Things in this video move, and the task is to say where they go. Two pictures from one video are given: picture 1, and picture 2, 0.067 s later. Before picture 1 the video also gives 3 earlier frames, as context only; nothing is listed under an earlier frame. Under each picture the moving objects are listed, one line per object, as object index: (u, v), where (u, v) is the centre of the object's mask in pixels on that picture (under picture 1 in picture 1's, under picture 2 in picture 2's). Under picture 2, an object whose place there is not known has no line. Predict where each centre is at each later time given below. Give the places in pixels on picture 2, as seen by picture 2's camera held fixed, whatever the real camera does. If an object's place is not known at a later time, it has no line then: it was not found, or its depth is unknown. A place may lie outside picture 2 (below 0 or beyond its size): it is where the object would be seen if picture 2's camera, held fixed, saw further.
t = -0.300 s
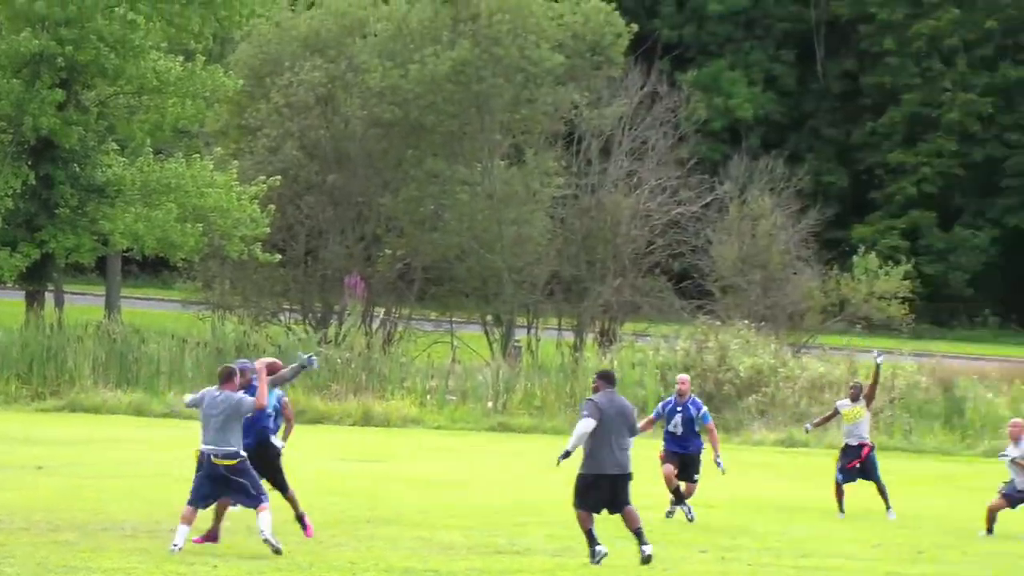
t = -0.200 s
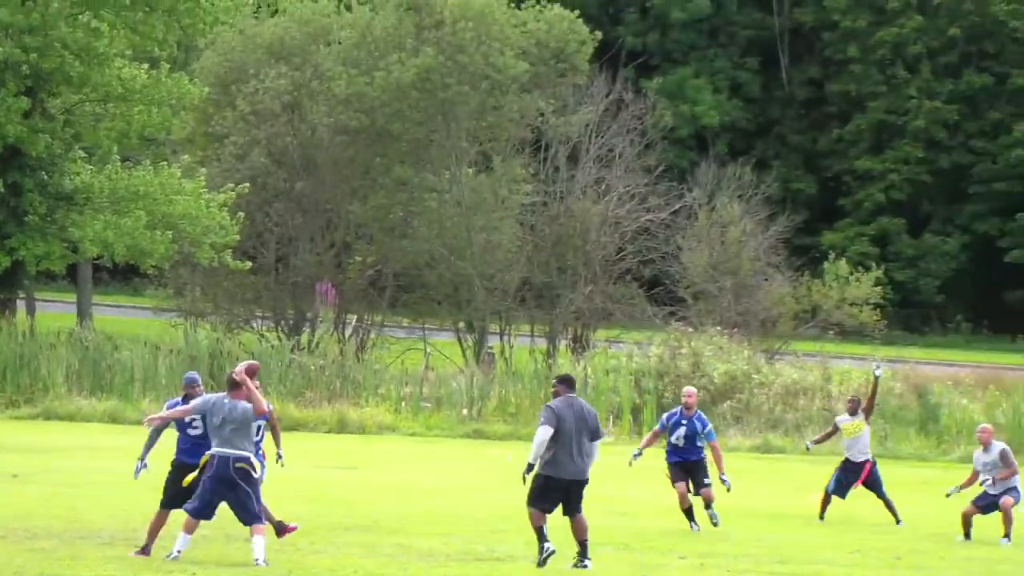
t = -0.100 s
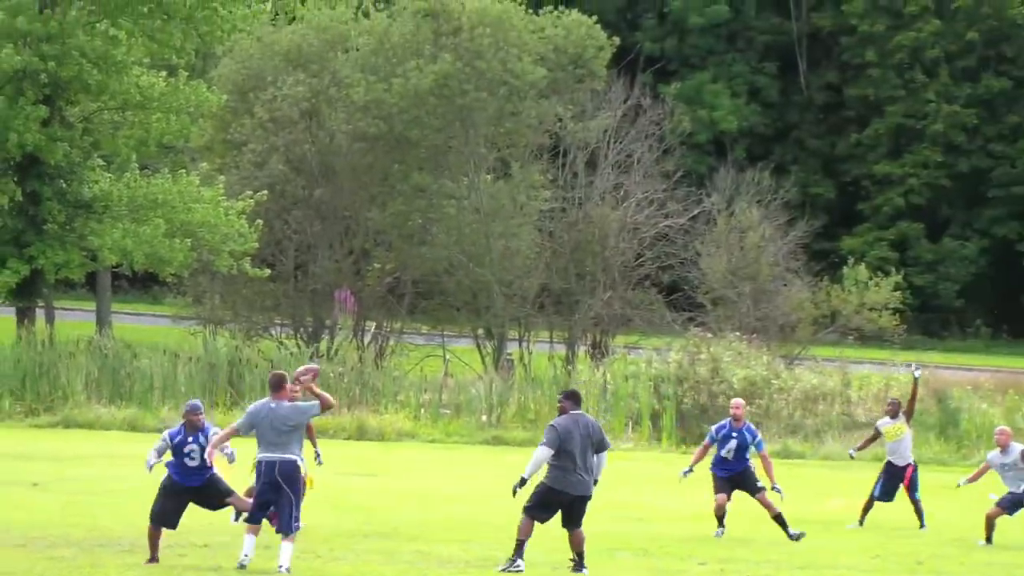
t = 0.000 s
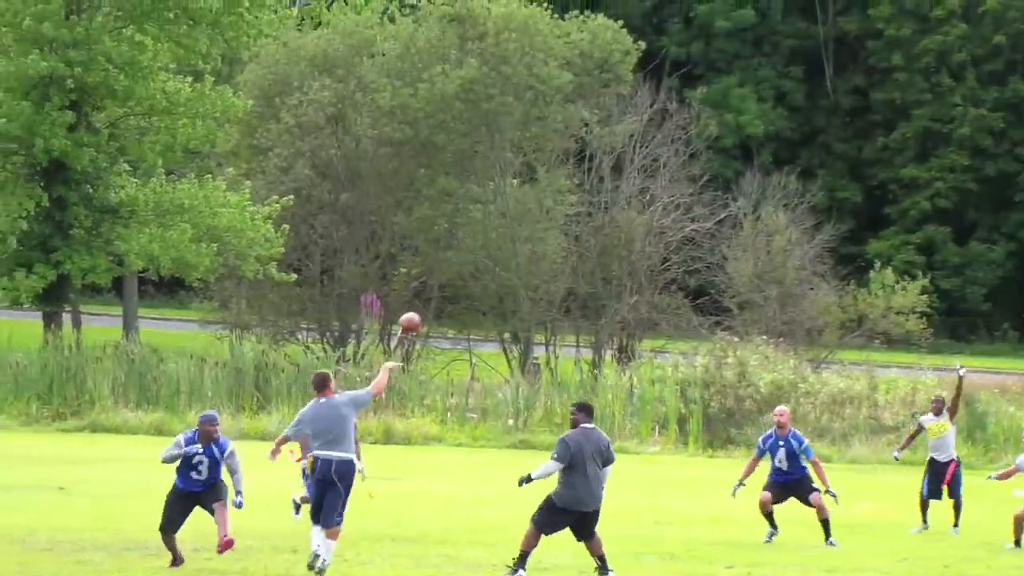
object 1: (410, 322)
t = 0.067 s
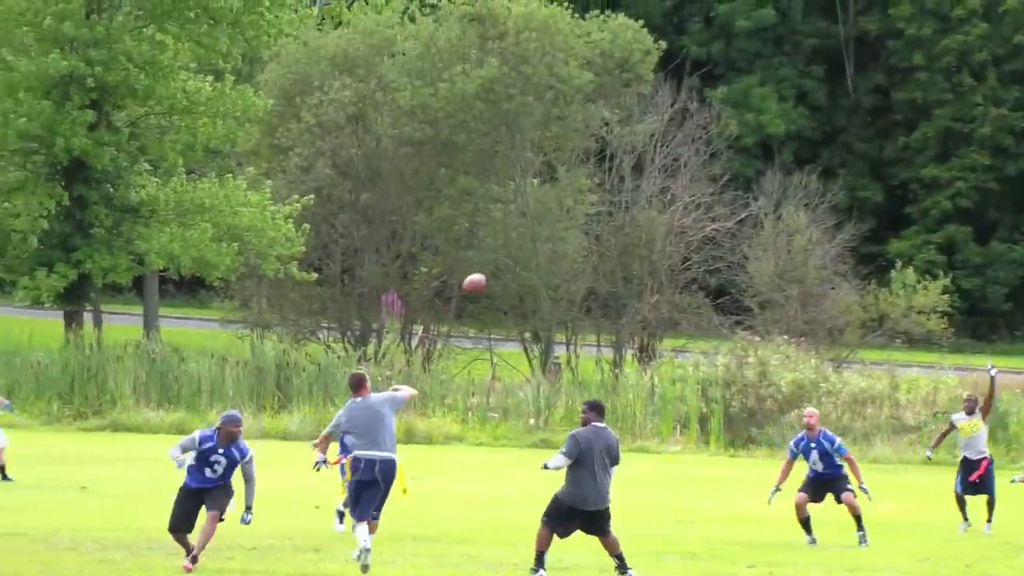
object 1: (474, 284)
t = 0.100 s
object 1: (493, 265)
